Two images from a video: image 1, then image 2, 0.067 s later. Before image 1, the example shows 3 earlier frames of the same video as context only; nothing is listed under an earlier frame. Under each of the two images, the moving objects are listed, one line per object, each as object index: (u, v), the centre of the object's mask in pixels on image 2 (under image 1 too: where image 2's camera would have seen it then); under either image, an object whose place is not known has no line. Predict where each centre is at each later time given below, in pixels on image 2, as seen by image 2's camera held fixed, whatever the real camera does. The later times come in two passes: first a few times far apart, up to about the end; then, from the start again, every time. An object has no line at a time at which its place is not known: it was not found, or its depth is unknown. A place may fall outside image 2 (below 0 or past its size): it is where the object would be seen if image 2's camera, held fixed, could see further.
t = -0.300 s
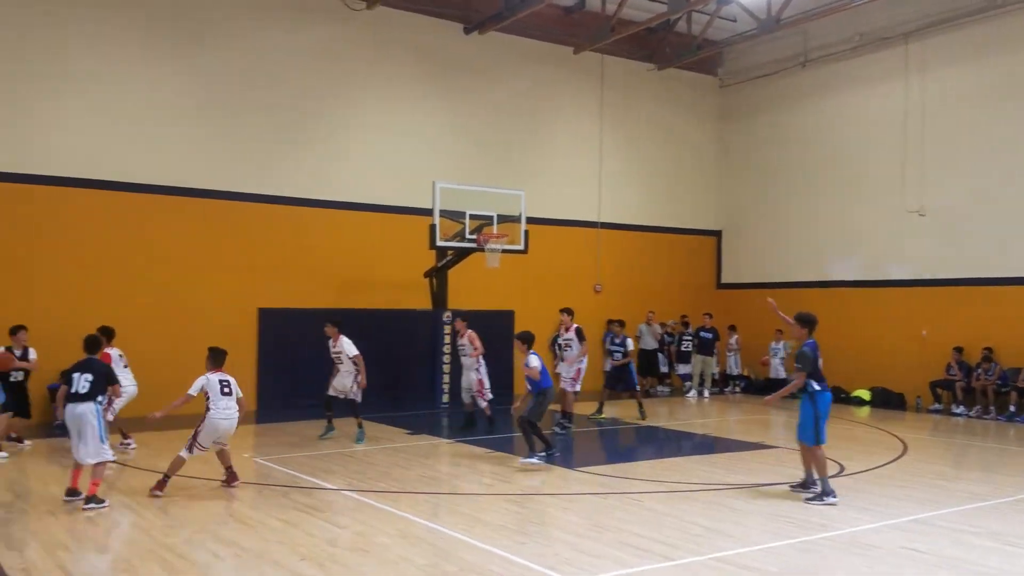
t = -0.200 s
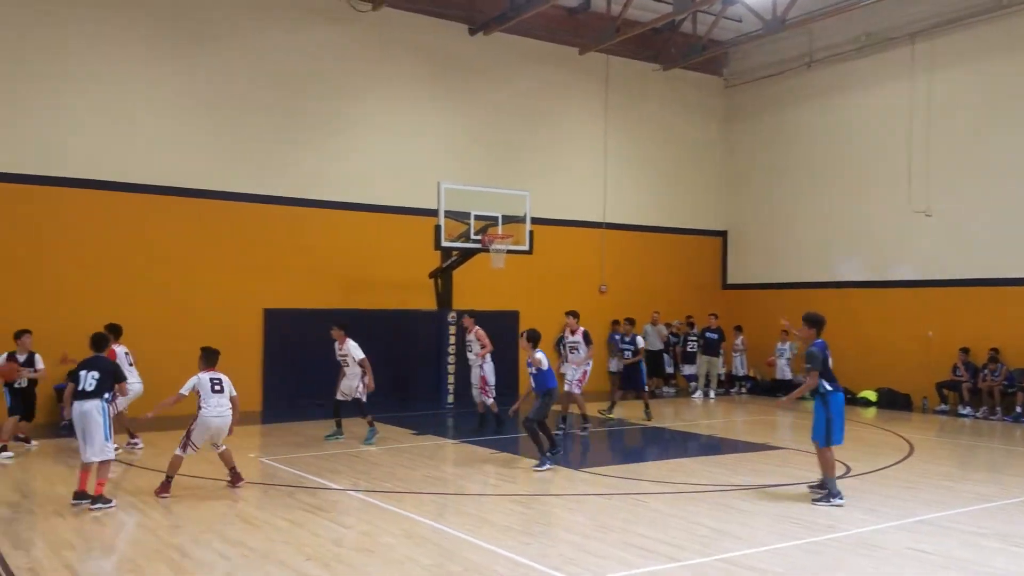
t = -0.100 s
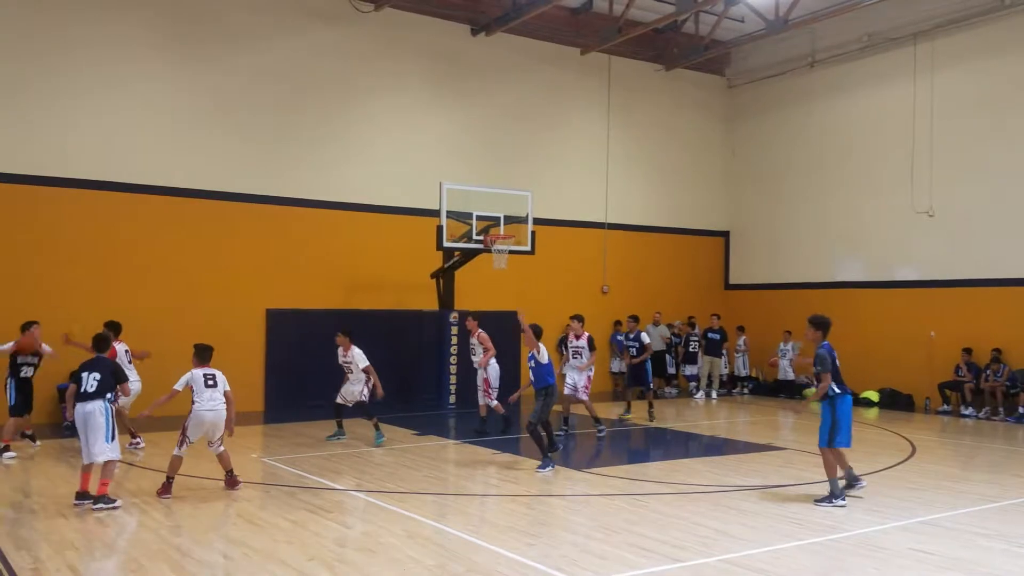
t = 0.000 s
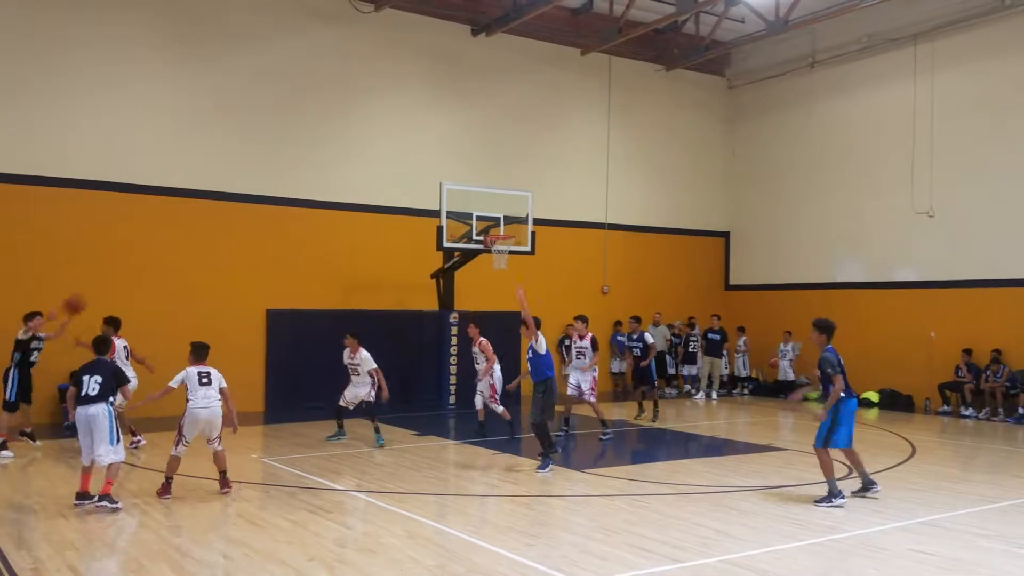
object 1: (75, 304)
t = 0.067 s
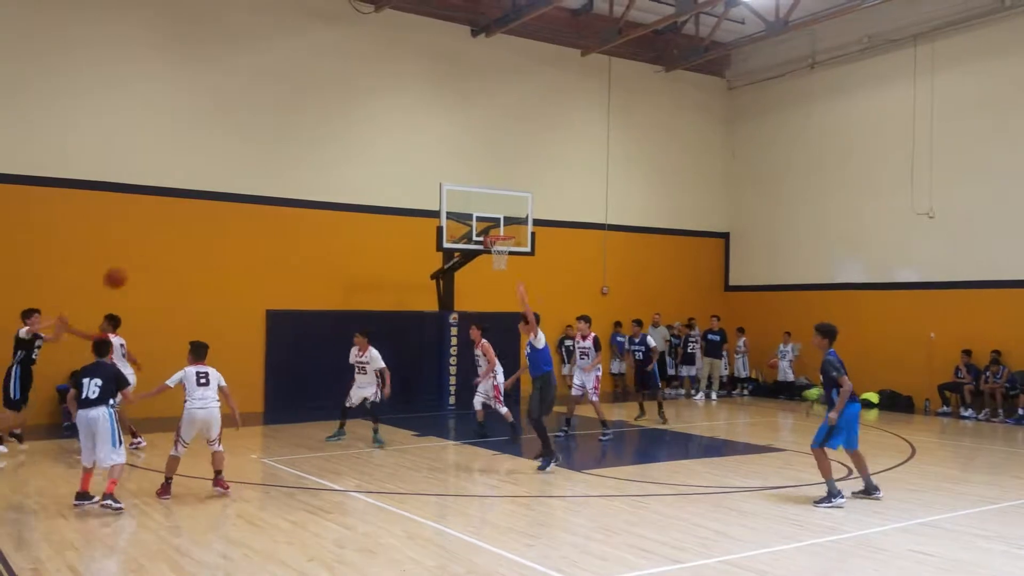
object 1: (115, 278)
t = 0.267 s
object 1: (246, 216)
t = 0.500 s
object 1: (415, 181)
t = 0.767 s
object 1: (637, 206)
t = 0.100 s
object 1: (136, 266)
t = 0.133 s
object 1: (157, 255)
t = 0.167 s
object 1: (179, 244)
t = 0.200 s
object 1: (201, 234)
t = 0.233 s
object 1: (223, 225)
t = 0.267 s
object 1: (246, 216)
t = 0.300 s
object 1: (269, 207)
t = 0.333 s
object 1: (292, 200)
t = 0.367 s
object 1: (316, 195)
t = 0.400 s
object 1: (340, 190)
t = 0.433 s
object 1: (365, 186)
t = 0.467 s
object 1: (390, 183)
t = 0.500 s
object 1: (415, 181)
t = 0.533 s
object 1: (441, 180)
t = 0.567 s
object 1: (467, 180)
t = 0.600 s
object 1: (494, 181)
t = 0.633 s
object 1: (522, 183)
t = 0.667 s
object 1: (550, 187)
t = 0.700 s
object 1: (578, 192)
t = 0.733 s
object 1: (607, 198)
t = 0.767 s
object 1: (637, 206)
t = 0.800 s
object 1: (667, 214)
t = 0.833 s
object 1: (700, 224)
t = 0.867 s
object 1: (732, 235)
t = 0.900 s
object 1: (764, 248)
